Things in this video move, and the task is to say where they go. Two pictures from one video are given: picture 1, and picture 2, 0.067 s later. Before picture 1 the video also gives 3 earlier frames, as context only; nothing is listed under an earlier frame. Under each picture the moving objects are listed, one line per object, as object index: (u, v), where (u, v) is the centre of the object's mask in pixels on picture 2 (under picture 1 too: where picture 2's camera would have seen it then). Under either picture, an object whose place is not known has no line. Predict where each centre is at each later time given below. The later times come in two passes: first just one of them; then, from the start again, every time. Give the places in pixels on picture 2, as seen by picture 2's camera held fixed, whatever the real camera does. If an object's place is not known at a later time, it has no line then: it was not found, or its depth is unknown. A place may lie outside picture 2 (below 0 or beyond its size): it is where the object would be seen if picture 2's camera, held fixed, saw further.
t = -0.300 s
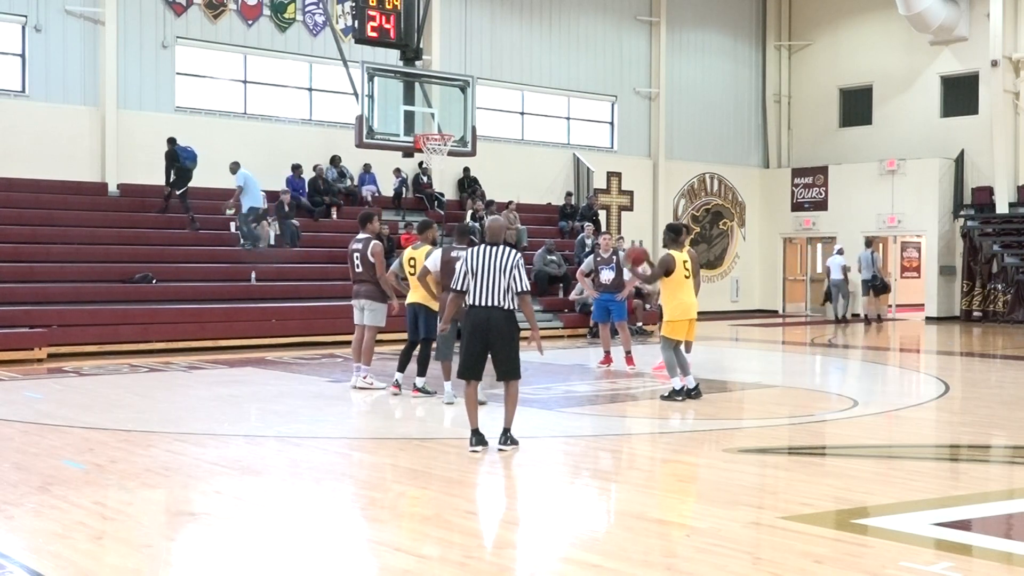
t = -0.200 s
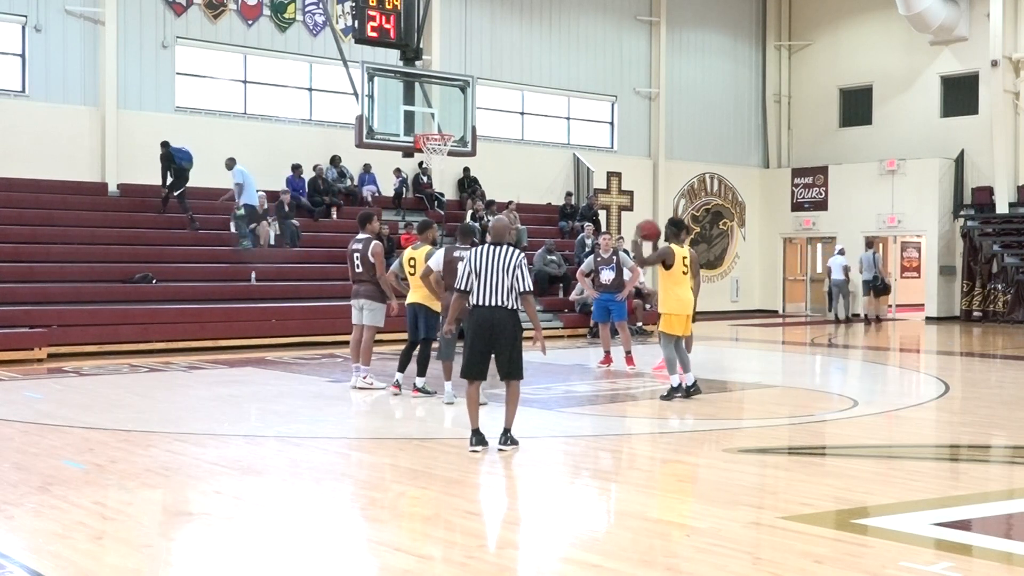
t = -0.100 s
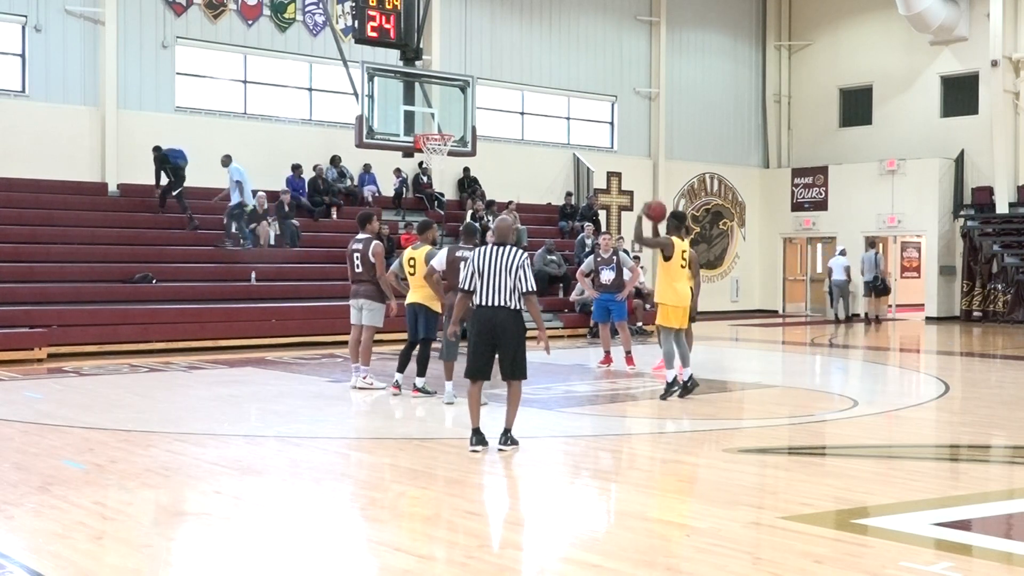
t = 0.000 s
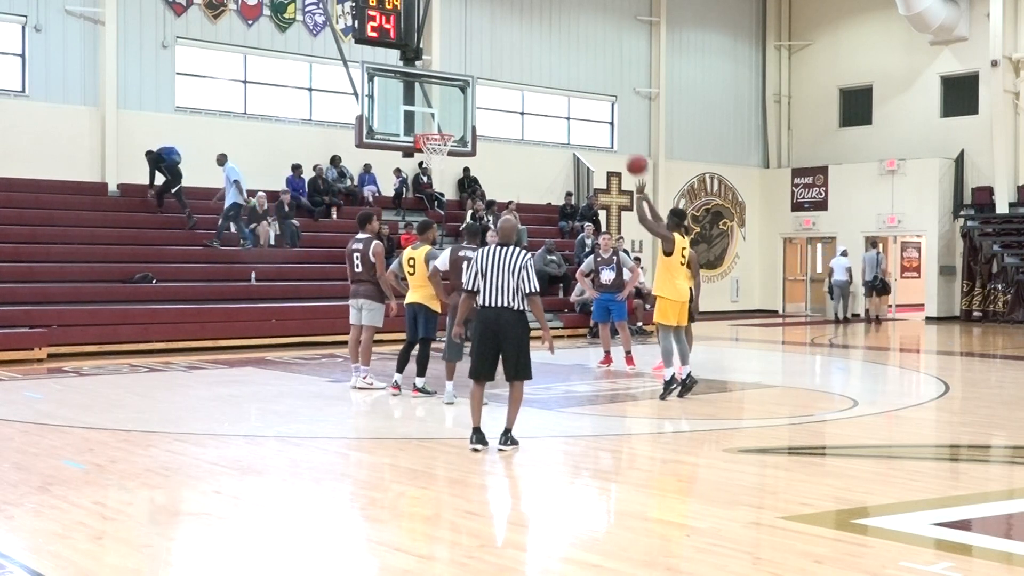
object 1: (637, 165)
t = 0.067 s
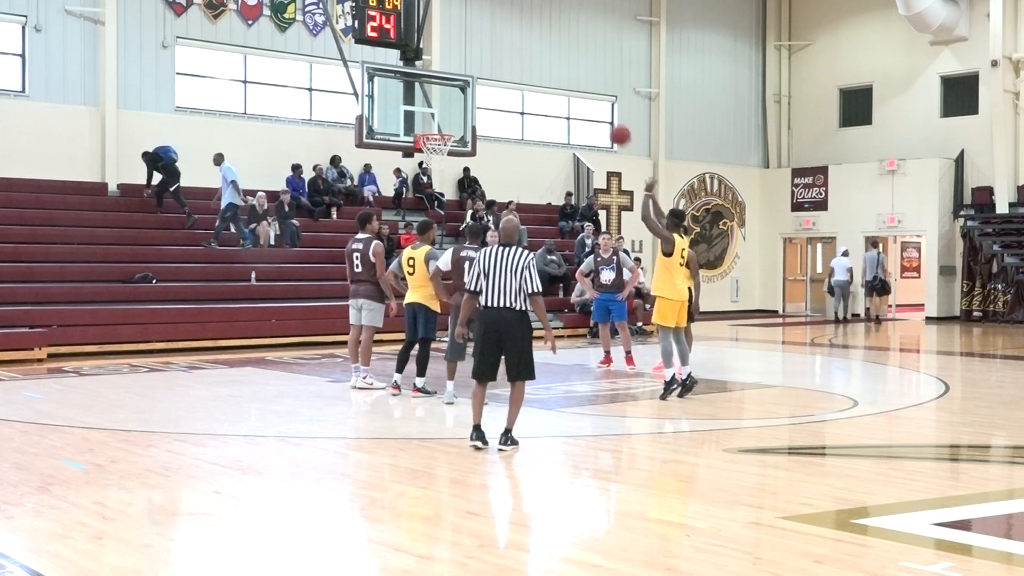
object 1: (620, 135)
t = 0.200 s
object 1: (587, 89)
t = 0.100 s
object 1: (612, 122)
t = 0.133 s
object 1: (604, 109)
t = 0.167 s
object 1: (595, 98)
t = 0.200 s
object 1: (587, 89)
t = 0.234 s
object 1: (579, 80)
